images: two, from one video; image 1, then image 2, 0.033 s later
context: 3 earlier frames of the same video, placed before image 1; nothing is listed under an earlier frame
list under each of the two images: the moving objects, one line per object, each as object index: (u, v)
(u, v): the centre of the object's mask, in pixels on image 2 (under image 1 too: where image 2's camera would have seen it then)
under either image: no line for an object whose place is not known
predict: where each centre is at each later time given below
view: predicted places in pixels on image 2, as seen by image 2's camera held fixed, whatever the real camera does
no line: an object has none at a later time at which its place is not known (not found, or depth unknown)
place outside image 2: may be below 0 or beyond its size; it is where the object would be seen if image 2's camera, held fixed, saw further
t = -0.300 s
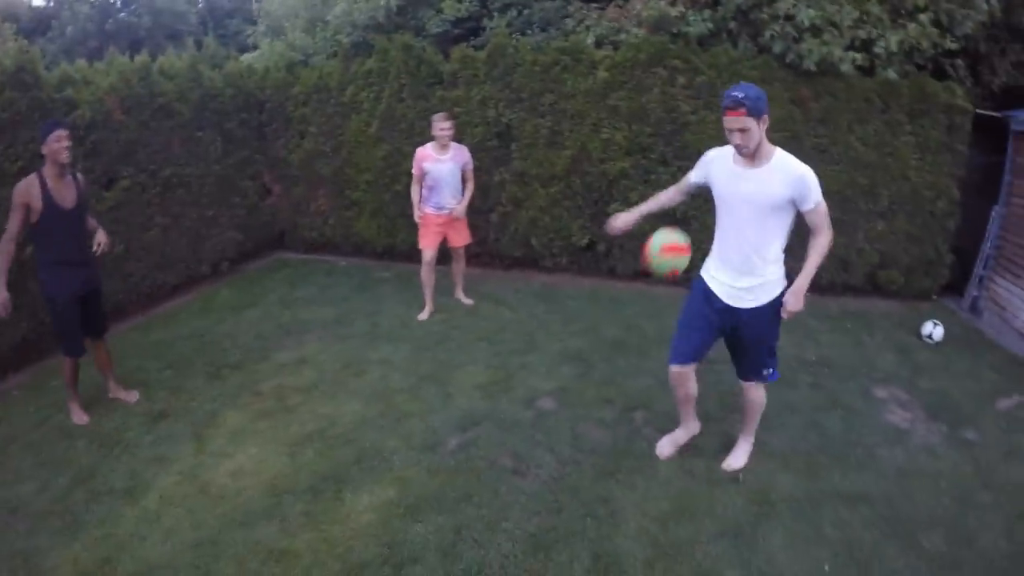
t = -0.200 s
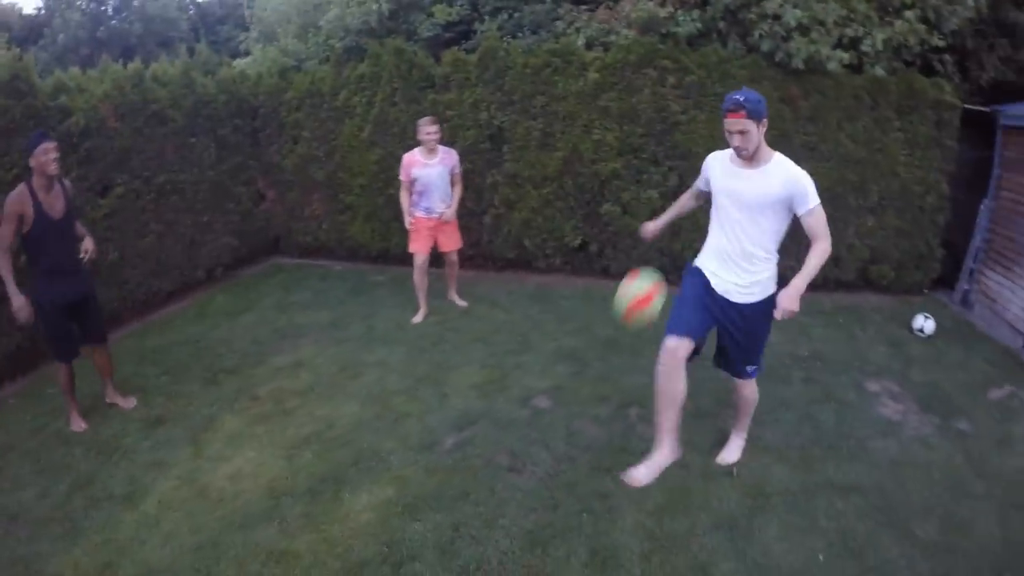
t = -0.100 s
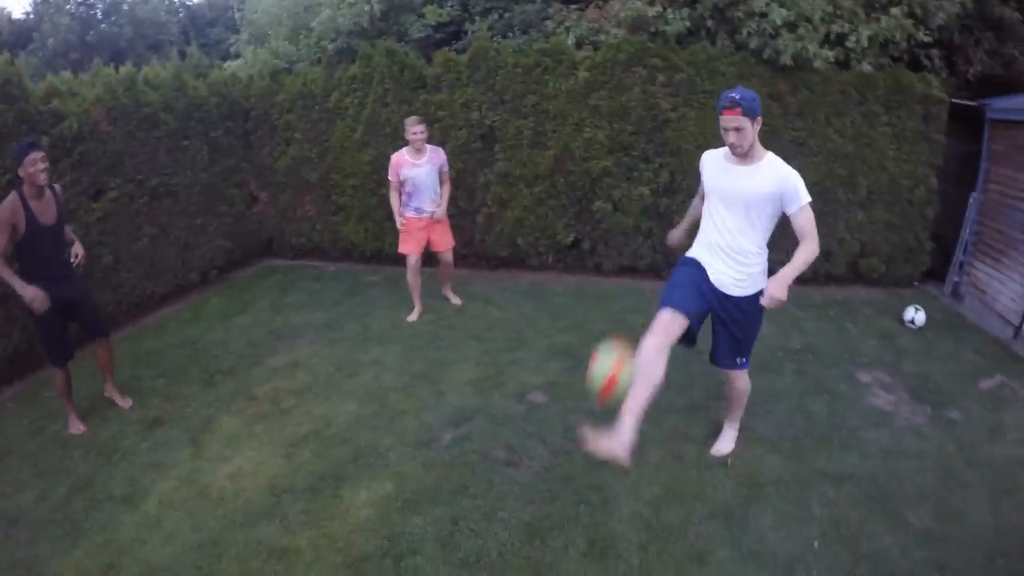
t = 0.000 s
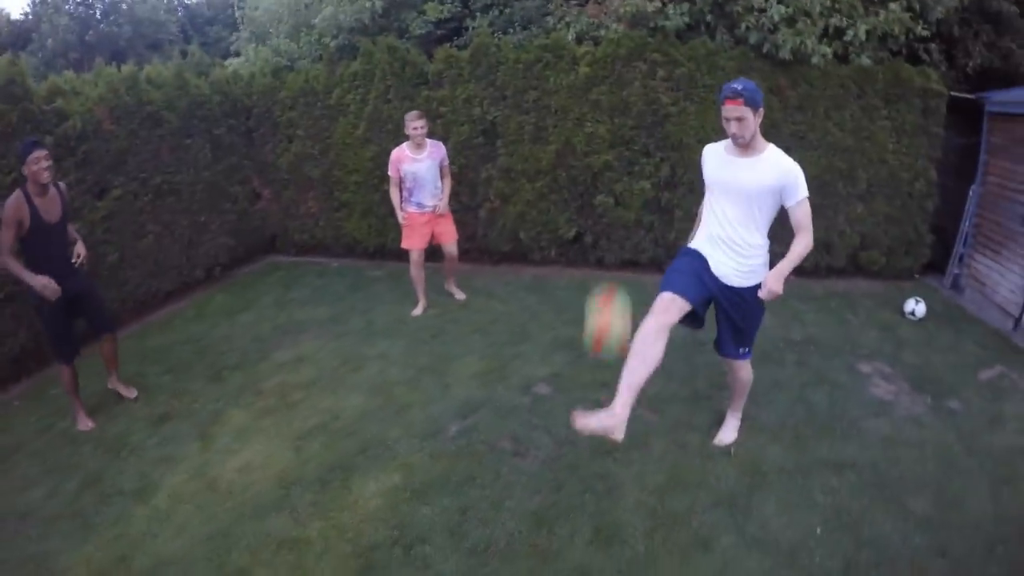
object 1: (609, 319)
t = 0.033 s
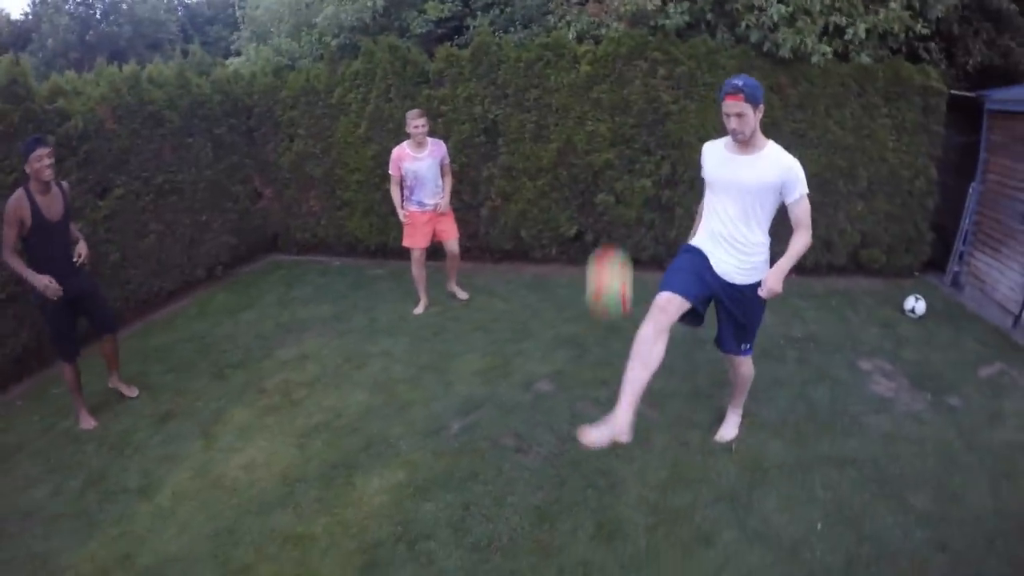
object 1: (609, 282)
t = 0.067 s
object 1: (609, 248)
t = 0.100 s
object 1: (609, 219)
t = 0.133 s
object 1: (608, 192)
